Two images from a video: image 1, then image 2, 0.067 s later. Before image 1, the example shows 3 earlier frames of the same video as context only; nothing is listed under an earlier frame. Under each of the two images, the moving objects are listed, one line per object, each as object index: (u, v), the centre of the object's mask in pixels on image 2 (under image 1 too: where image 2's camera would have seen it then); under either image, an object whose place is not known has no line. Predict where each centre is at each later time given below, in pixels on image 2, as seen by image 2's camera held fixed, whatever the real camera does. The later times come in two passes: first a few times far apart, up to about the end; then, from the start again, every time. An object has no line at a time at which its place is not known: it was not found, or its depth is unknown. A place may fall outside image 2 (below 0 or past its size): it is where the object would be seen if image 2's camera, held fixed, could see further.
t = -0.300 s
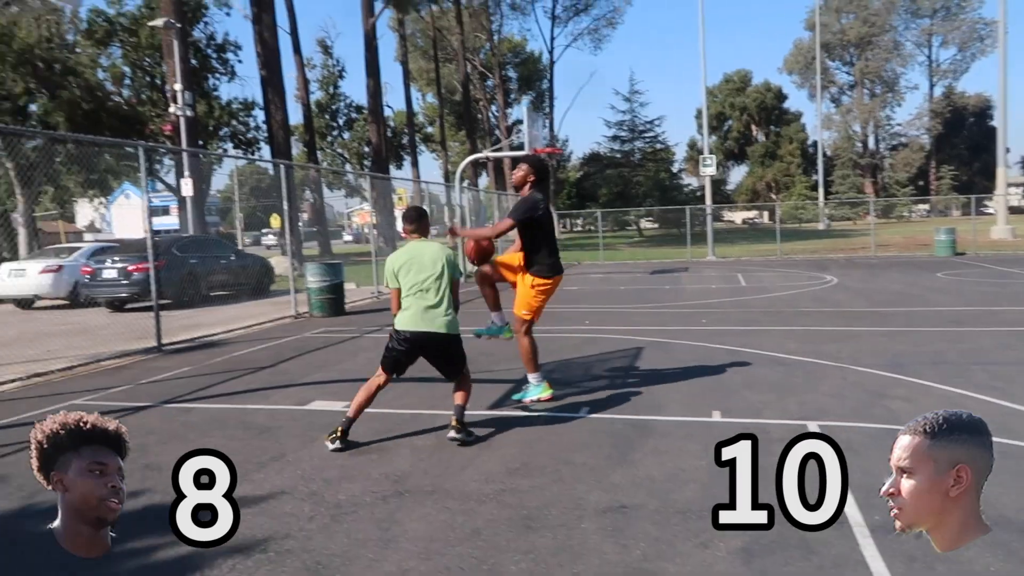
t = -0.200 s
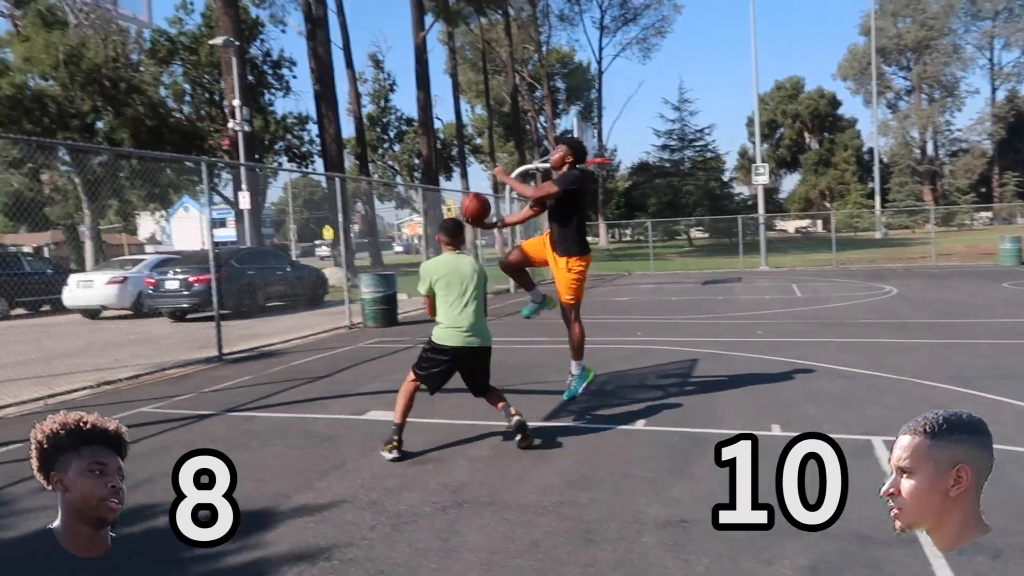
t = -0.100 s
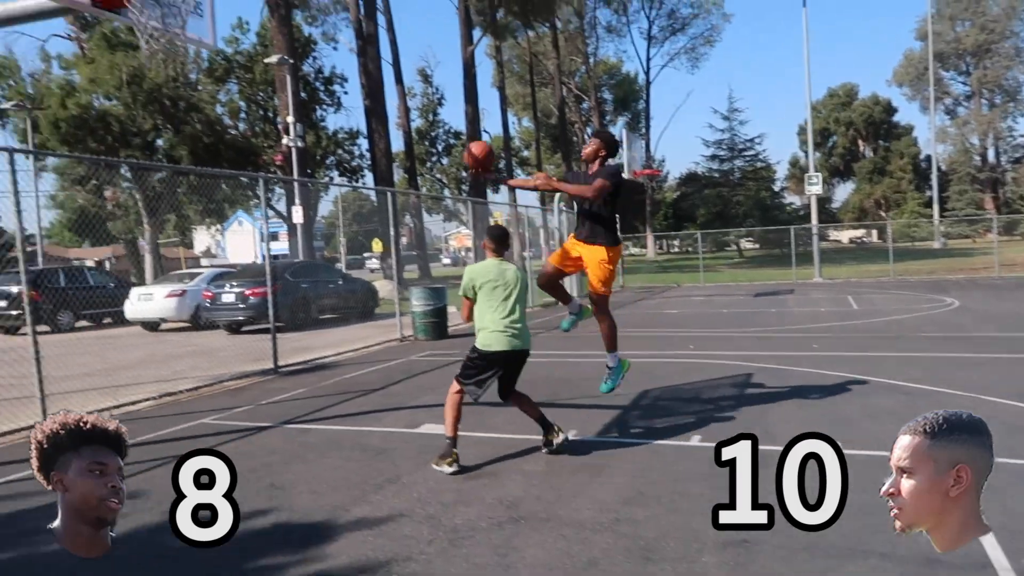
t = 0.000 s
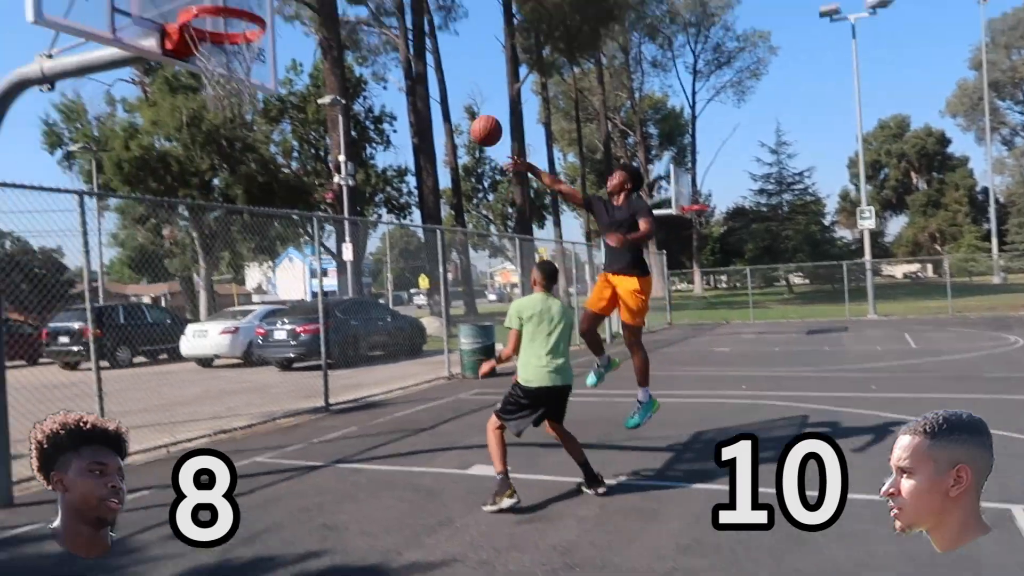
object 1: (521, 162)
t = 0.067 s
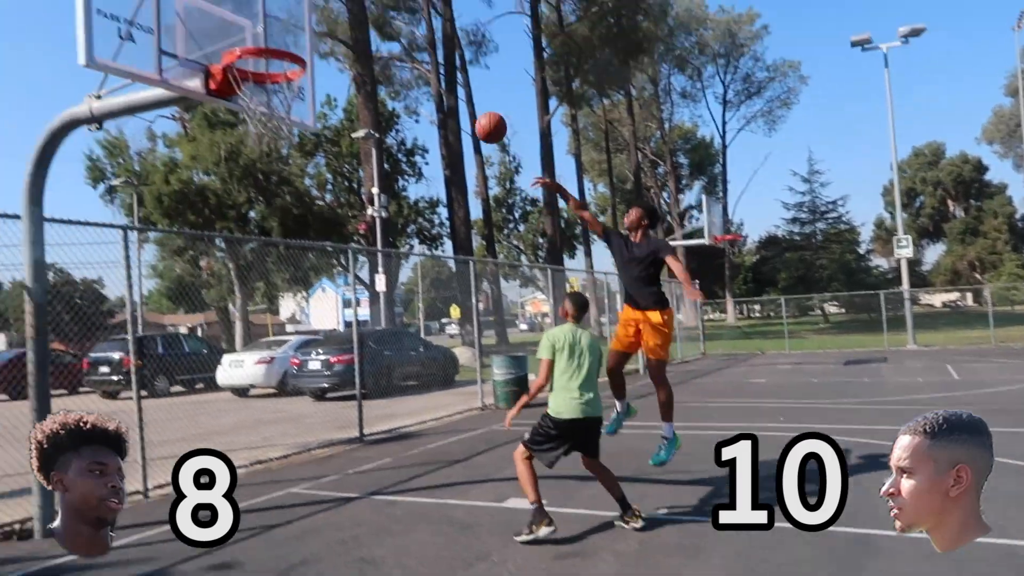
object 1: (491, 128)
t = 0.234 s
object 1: (420, 63)
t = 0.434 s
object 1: (330, 31)
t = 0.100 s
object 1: (477, 112)
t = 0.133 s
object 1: (462, 98)
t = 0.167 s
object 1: (448, 85)
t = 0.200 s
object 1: (433, 74)
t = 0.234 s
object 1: (420, 63)
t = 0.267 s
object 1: (405, 54)
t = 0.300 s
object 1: (390, 47)
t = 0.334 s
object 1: (374, 41)
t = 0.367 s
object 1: (359, 37)
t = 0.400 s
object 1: (345, 33)
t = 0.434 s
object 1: (330, 31)
